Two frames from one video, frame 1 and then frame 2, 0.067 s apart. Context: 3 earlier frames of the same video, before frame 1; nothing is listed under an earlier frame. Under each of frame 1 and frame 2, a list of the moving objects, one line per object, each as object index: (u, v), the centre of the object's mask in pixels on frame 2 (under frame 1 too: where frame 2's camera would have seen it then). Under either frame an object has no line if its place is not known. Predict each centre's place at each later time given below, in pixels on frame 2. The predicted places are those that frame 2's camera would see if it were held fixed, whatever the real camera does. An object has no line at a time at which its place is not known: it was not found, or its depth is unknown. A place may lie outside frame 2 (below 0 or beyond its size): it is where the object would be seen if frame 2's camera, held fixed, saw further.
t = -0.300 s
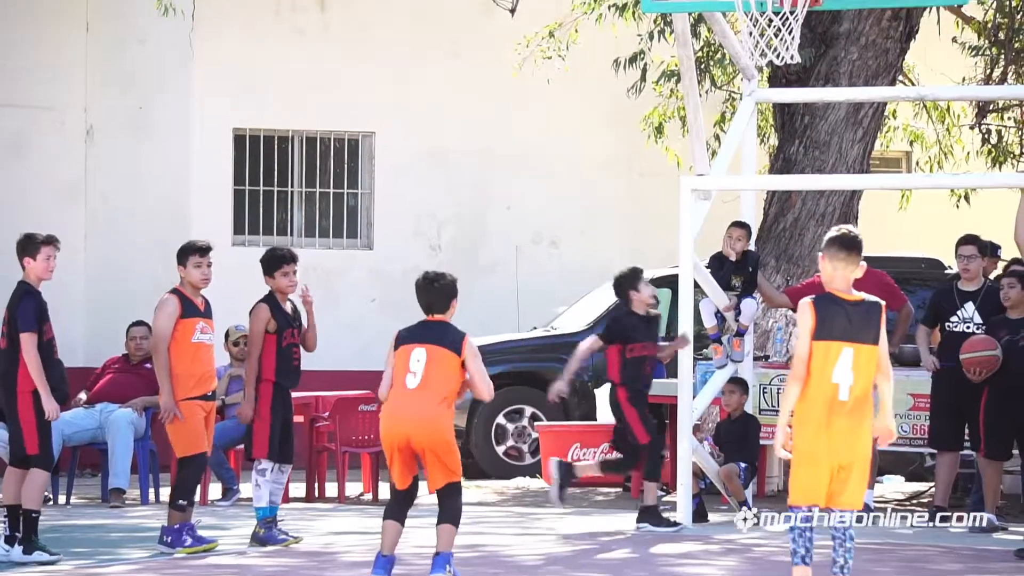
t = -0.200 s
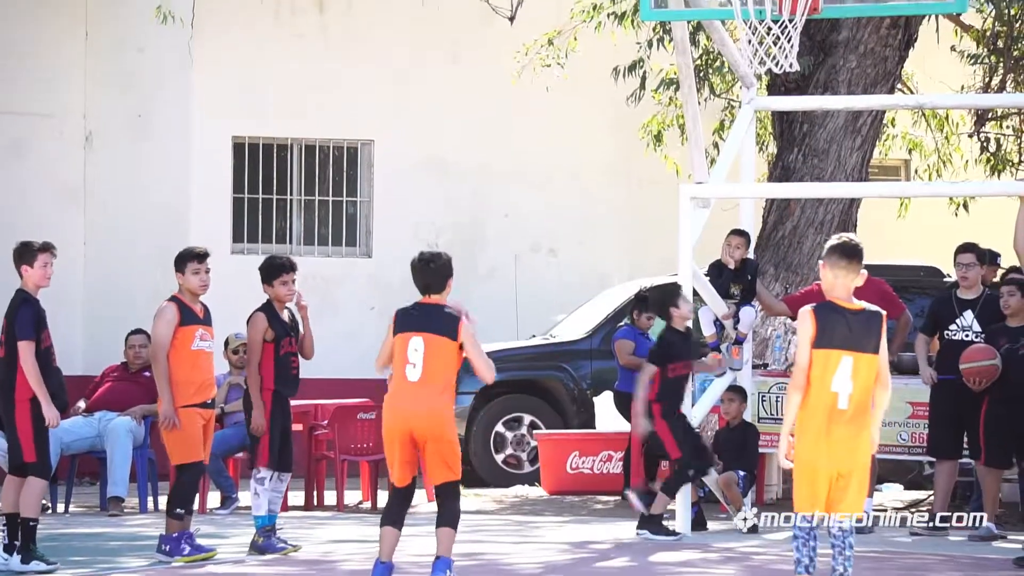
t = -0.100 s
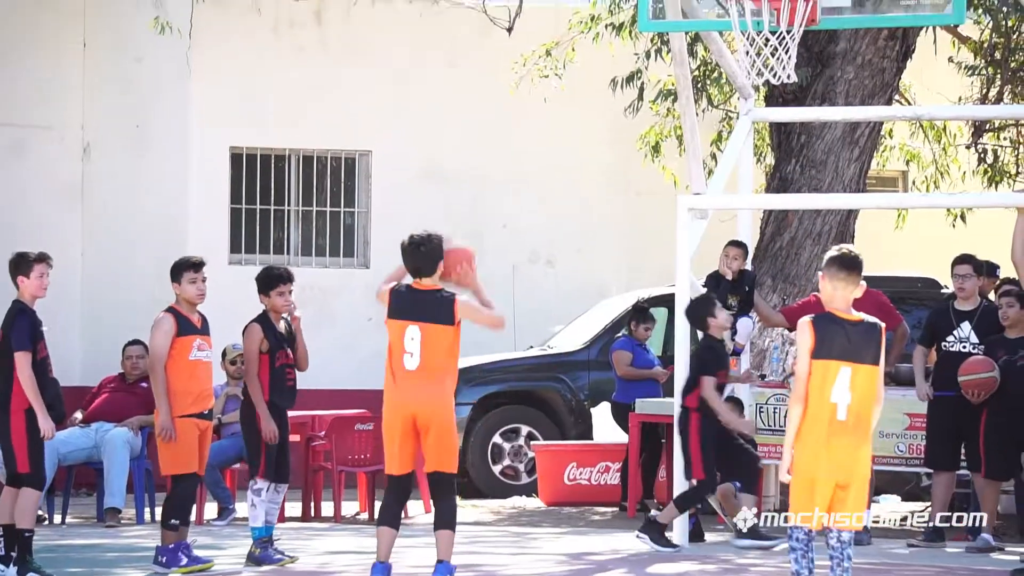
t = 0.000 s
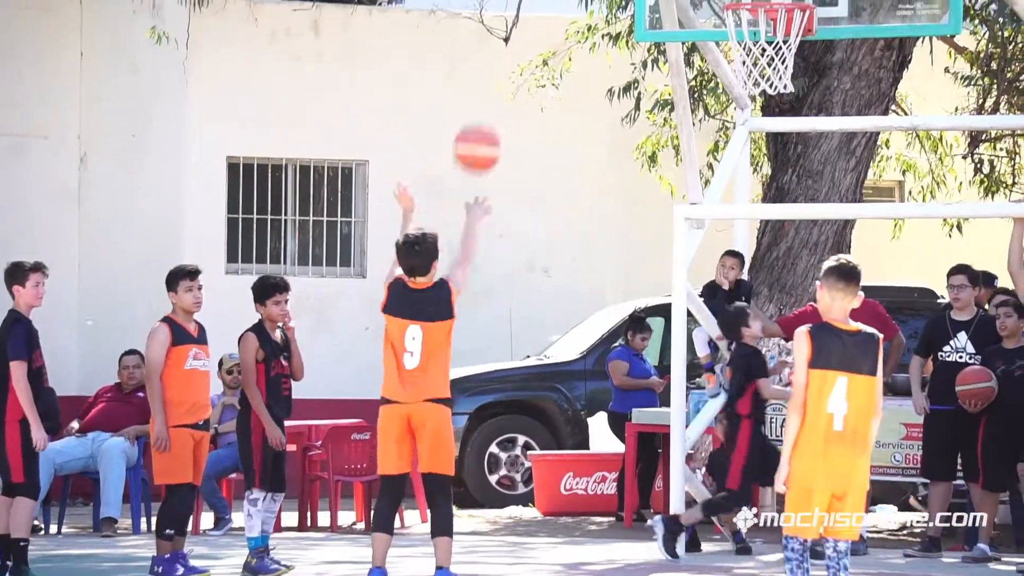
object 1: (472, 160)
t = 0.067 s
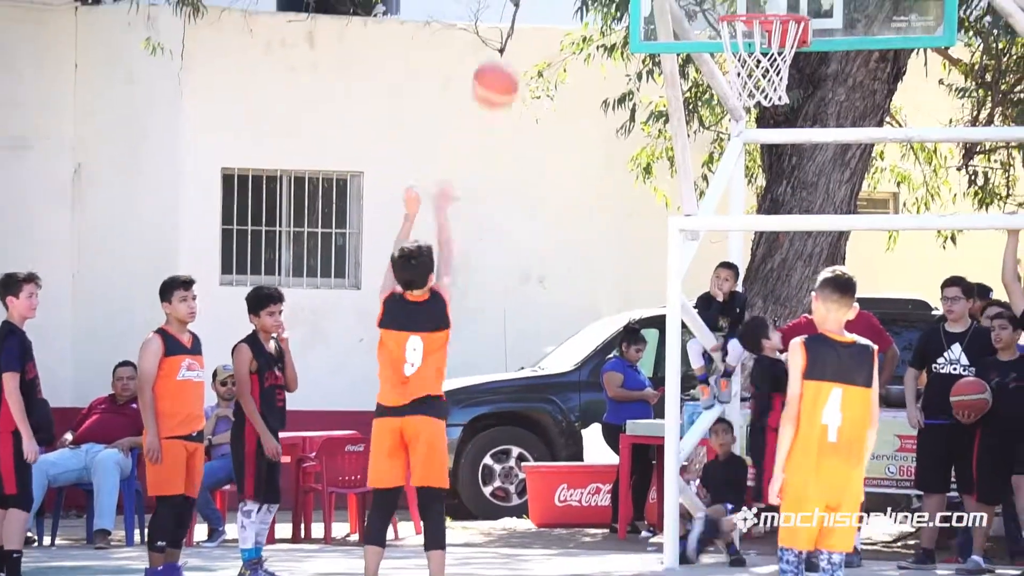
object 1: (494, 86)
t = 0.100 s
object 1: (507, 49)
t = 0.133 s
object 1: (520, 16)
